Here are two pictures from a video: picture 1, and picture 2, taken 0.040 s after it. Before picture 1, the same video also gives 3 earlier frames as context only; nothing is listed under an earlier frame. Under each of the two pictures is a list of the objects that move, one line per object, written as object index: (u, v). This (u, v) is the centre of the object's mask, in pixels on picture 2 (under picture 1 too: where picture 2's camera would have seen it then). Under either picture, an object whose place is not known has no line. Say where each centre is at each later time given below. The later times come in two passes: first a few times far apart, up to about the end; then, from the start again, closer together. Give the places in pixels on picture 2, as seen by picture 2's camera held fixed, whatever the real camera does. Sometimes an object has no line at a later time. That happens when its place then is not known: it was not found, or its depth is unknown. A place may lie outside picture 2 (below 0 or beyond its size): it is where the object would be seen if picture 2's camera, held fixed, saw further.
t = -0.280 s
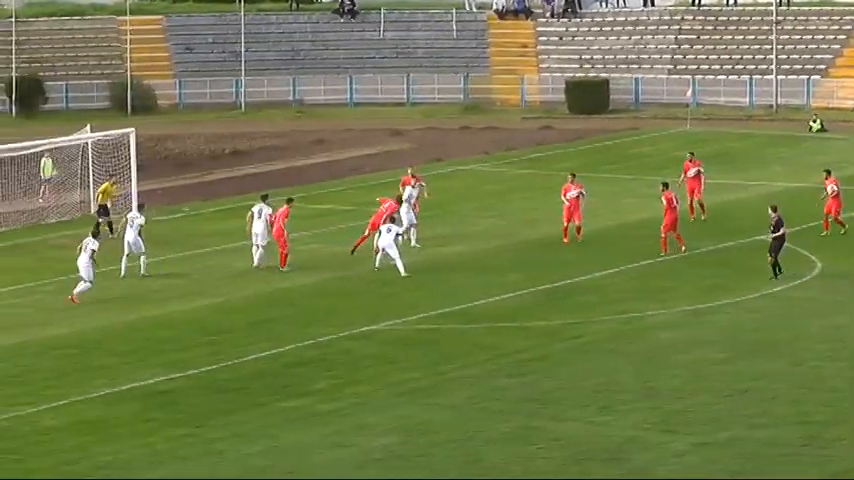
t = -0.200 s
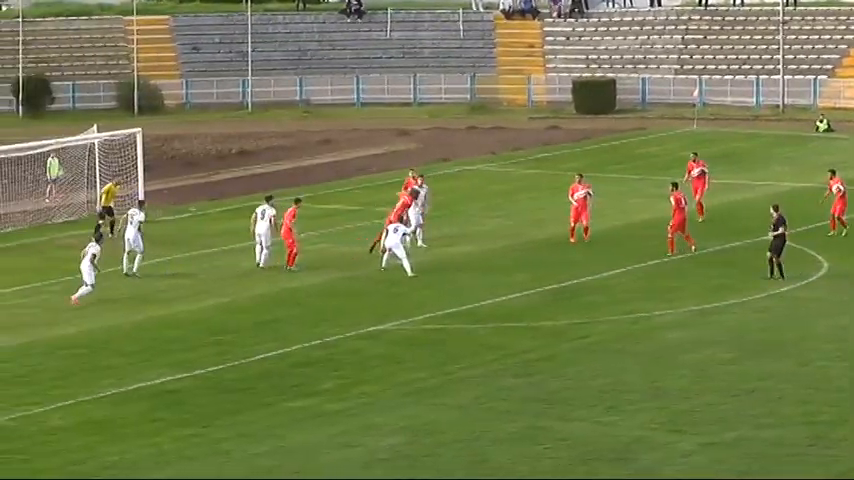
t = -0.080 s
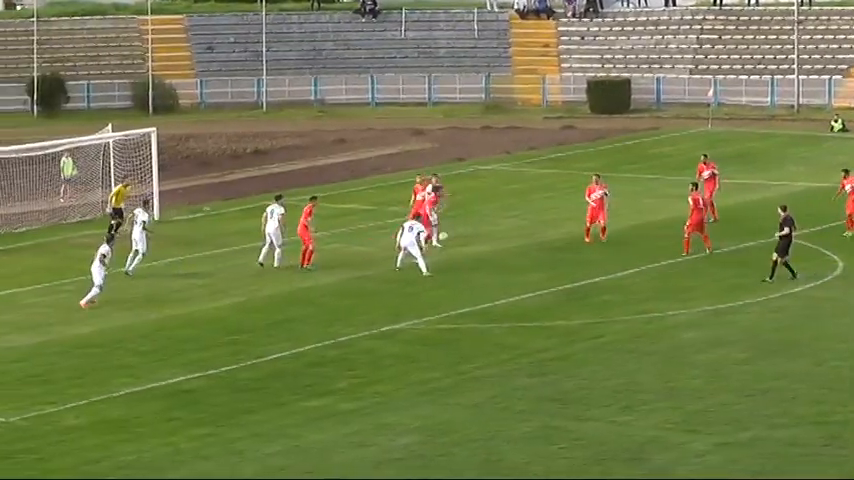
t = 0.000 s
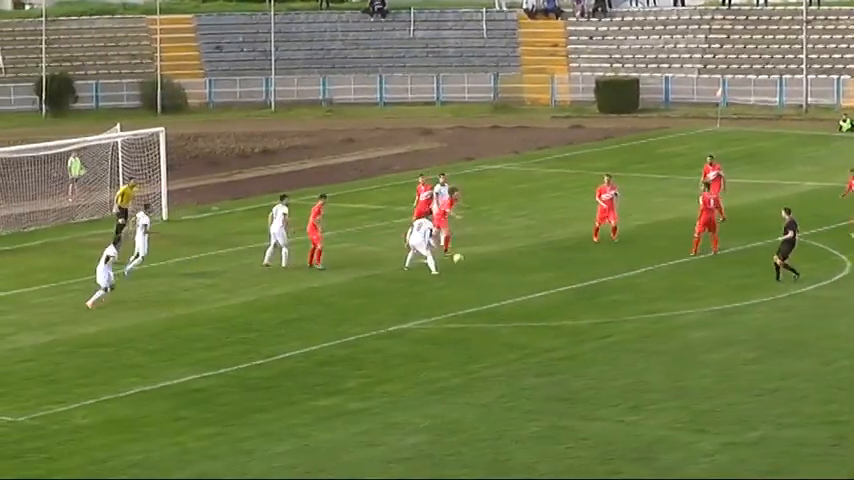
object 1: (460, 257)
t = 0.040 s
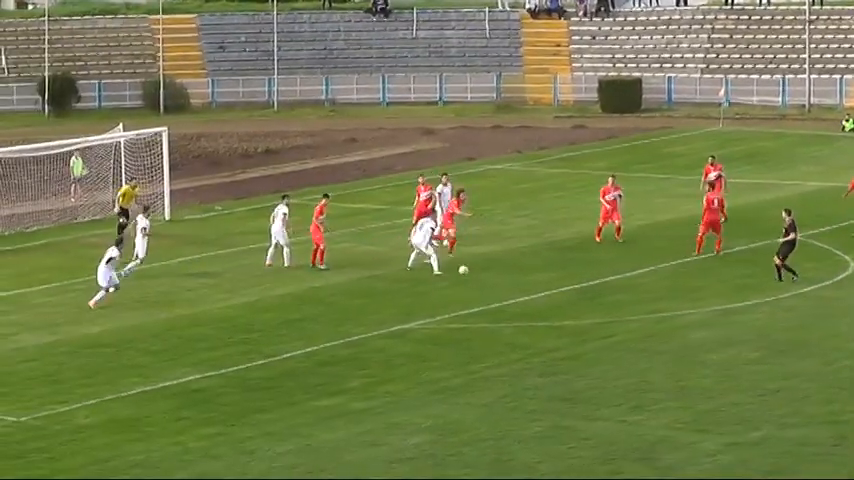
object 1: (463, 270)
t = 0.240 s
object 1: (473, 263)
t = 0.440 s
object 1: (484, 261)
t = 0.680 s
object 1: (497, 284)
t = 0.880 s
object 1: (508, 327)
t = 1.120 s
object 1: (519, 323)
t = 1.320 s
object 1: (528, 341)
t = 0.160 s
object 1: (469, 270)
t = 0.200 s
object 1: (471, 267)
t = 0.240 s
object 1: (473, 263)
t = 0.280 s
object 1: (475, 261)
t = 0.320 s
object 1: (478, 260)
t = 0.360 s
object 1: (480, 260)
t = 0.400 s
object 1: (482, 260)
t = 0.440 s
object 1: (484, 261)
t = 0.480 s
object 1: (486, 263)
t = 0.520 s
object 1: (488, 265)
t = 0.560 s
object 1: (490, 269)
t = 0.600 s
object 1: (492, 273)
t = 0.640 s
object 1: (495, 278)
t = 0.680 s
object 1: (497, 284)
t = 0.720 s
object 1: (499, 291)
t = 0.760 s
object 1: (501, 299)
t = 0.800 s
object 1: (504, 307)
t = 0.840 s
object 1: (505, 317)
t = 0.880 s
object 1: (508, 327)
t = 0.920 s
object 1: (509, 326)
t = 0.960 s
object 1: (511, 324)
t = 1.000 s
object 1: (513, 323)
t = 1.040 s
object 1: (515, 322)
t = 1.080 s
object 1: (517, 322)
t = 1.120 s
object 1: (519, 323)
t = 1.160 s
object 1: (521, 325)
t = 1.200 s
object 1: (523, 327)
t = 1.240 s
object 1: (524, 331)
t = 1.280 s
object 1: (527, 335)
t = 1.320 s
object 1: (528, 341)
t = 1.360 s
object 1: (531, 347)
